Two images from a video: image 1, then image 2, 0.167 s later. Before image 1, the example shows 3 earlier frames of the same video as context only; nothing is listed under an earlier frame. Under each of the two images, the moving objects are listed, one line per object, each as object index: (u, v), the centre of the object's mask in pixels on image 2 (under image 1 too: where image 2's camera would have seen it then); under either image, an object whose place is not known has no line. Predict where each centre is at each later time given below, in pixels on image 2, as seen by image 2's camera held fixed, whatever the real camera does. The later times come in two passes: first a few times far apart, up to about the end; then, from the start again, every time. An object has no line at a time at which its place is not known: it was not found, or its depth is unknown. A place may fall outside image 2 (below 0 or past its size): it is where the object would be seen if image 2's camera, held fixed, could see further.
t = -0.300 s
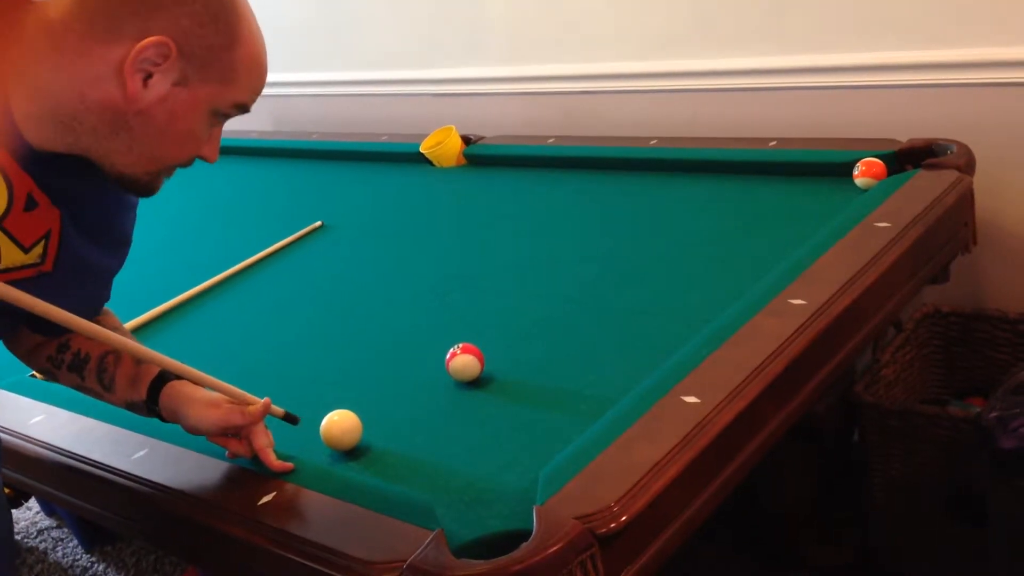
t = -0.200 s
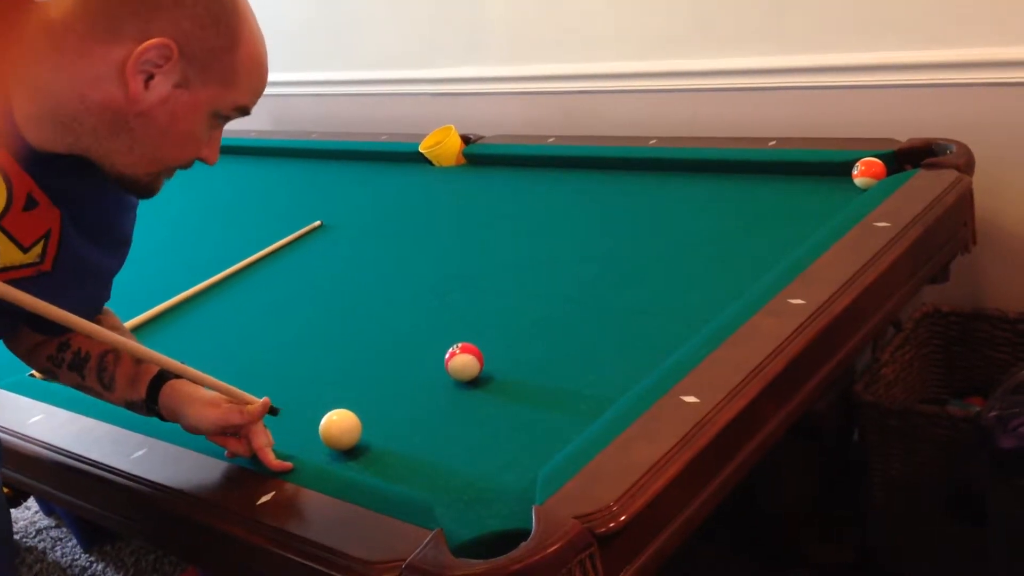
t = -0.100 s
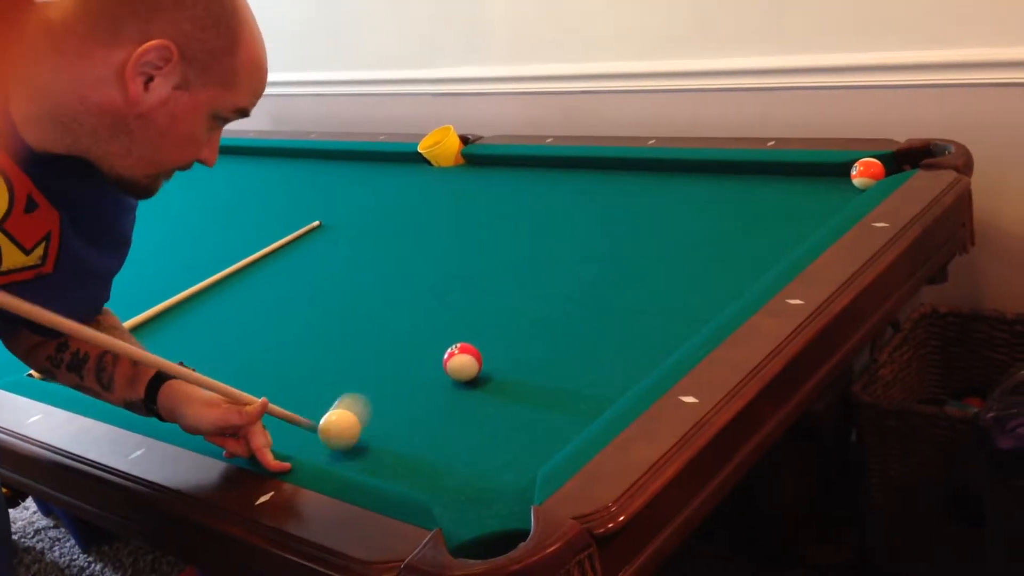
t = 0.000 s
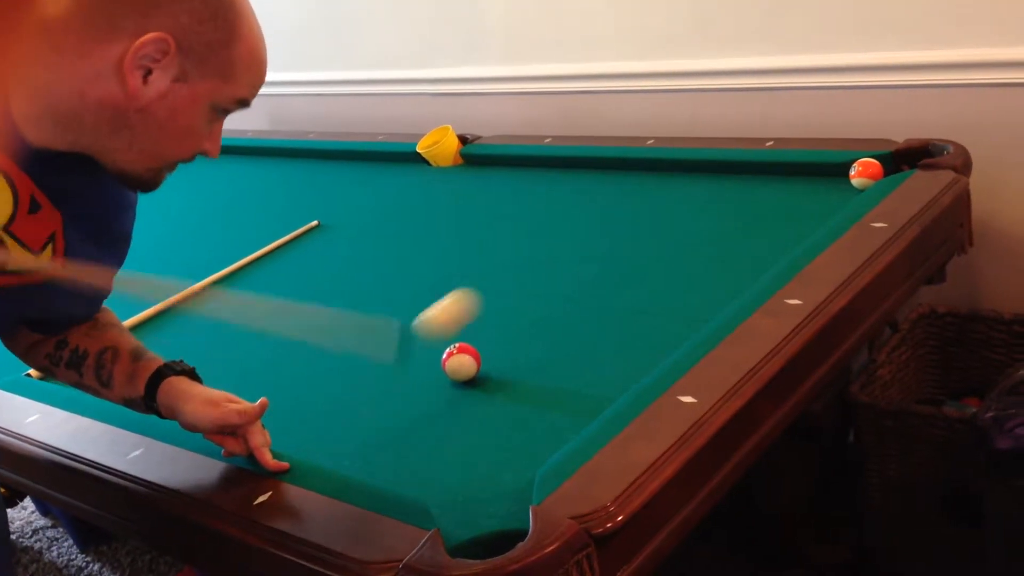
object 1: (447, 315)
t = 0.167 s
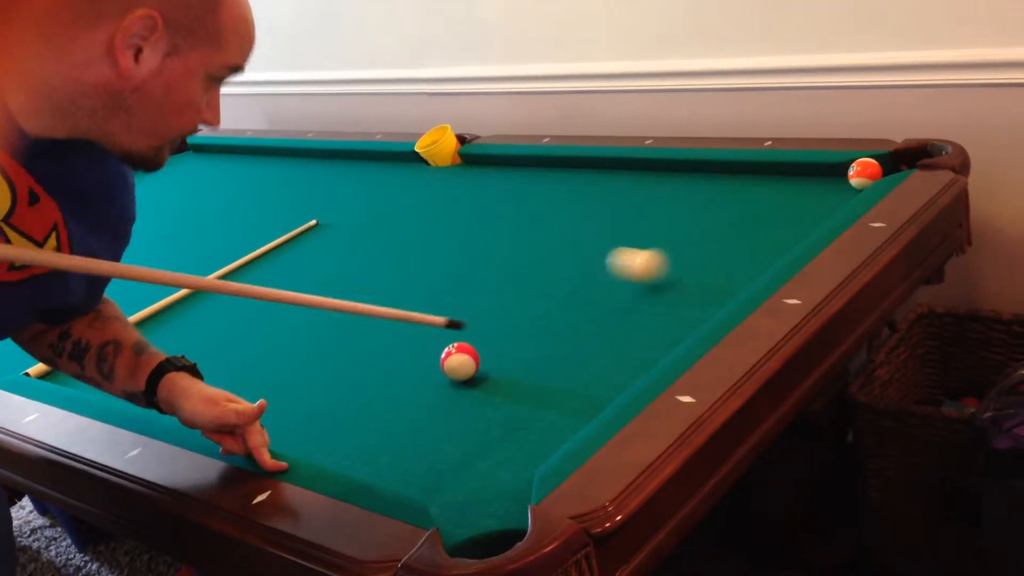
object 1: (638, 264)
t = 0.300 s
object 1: (750, 207)
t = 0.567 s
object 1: (798, 194)
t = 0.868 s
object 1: (719, 249)
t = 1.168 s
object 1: (627, 311)
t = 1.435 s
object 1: (534, 373)
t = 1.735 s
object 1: (412, 456)
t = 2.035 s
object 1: (443, 431)
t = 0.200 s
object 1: (669, 249)
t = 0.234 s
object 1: (696, 229)
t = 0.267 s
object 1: (723, 215)
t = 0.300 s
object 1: (750, 207)
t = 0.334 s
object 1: (777, 201)
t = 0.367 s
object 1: (801, 186)
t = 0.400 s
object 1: (823, 177)
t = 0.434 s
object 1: (832, 171)
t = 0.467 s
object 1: (824, 174)
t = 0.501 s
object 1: (815, 181)
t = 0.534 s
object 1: (806, 188)
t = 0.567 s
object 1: (798, 194)
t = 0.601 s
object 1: (789, 200)
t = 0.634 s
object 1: (781, 206)
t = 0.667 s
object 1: (772, 212)
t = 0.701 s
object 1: (763, 218)
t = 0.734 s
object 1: (755, 224)
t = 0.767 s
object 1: (746, 230)
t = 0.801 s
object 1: (737, 236)
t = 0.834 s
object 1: (728, 242)
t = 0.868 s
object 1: (719, 249)
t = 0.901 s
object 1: (709, 255)
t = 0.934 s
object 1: (699, 262)
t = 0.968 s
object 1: (690, 268)
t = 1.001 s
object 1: (679, 275)
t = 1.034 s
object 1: (670, 282)
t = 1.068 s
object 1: (659, 289)
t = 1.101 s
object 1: (649, 296)
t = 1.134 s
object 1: (638, 304)
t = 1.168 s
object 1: (627, 311)
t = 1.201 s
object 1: (617, 318)
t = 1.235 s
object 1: (605, 326)
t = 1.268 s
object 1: (594, 333)
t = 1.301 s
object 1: (583, 341)
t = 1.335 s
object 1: (571, 349)
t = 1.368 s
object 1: (559, 357)
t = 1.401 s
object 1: (547, 365)
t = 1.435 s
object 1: (534, 373)
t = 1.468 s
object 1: (522, 382)
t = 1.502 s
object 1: (509, 391)
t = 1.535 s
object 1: (496, 400)
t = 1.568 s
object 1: (482, 409)
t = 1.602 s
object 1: (469, 418)
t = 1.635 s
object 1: (456, 427)
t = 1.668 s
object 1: (441, 436)
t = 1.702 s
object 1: (427, 446)
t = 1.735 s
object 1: (412, 456)
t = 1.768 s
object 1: (398, 465)
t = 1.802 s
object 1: (390, 469)
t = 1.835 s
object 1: (398, 464)
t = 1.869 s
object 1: (407, 458)
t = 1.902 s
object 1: (416, 451)
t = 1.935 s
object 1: (424, 446)
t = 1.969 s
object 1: (431, 441)
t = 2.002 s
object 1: (437, 436)
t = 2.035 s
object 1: (443, 431)
